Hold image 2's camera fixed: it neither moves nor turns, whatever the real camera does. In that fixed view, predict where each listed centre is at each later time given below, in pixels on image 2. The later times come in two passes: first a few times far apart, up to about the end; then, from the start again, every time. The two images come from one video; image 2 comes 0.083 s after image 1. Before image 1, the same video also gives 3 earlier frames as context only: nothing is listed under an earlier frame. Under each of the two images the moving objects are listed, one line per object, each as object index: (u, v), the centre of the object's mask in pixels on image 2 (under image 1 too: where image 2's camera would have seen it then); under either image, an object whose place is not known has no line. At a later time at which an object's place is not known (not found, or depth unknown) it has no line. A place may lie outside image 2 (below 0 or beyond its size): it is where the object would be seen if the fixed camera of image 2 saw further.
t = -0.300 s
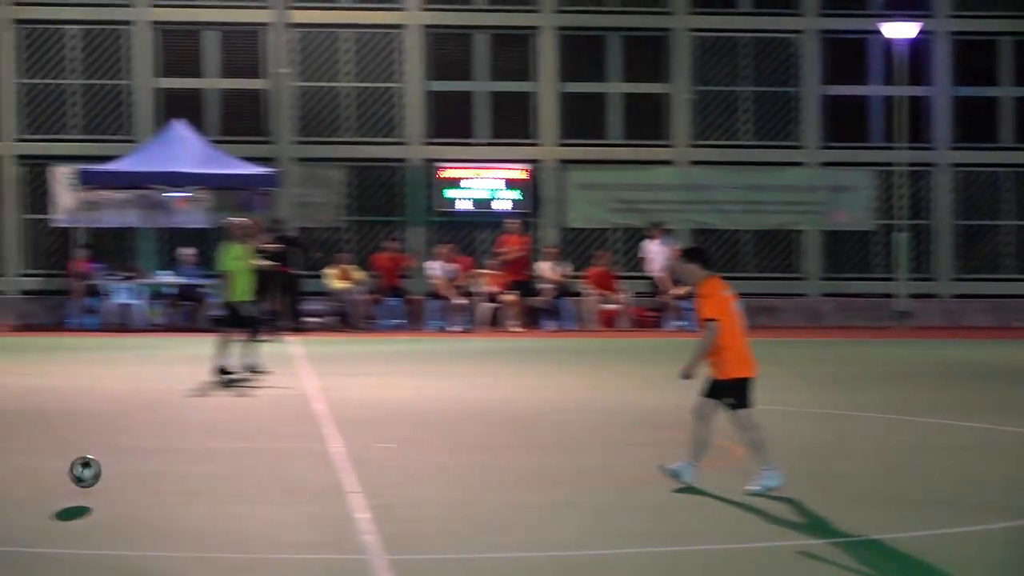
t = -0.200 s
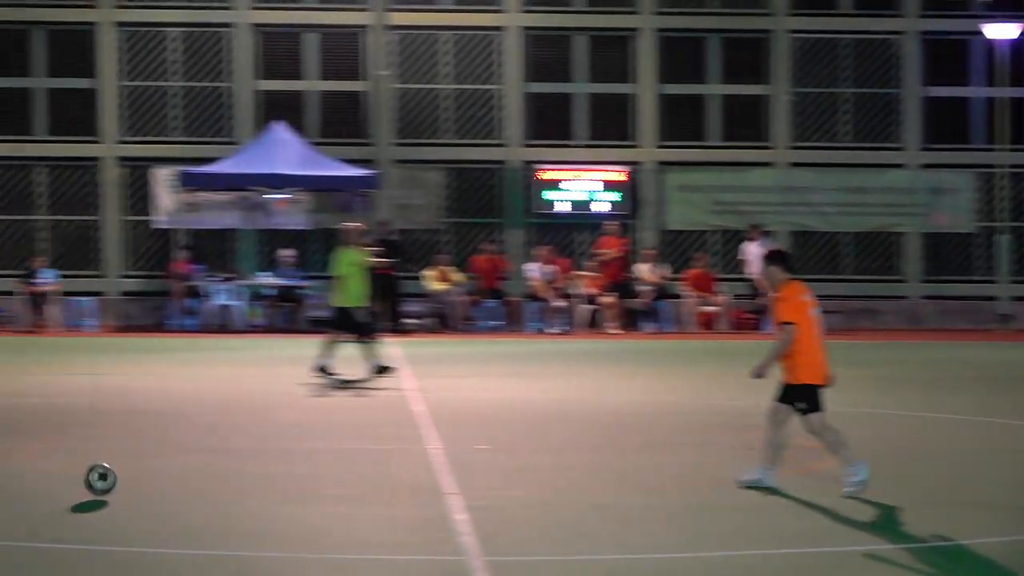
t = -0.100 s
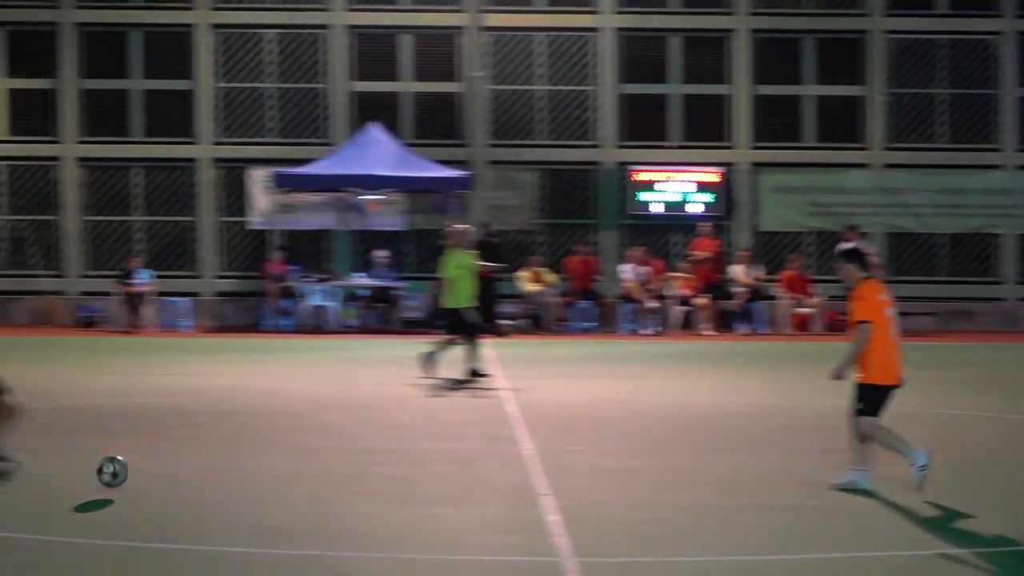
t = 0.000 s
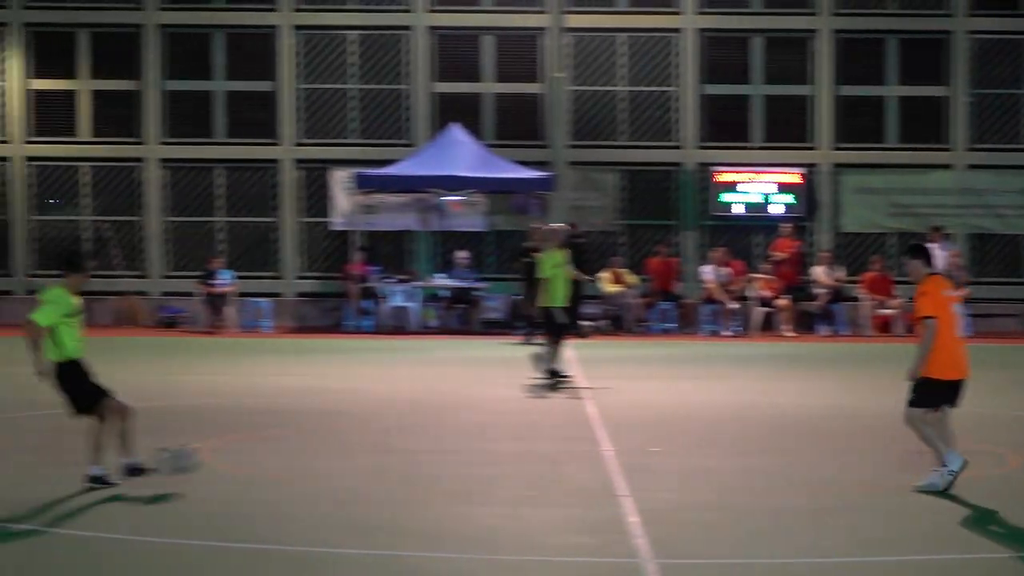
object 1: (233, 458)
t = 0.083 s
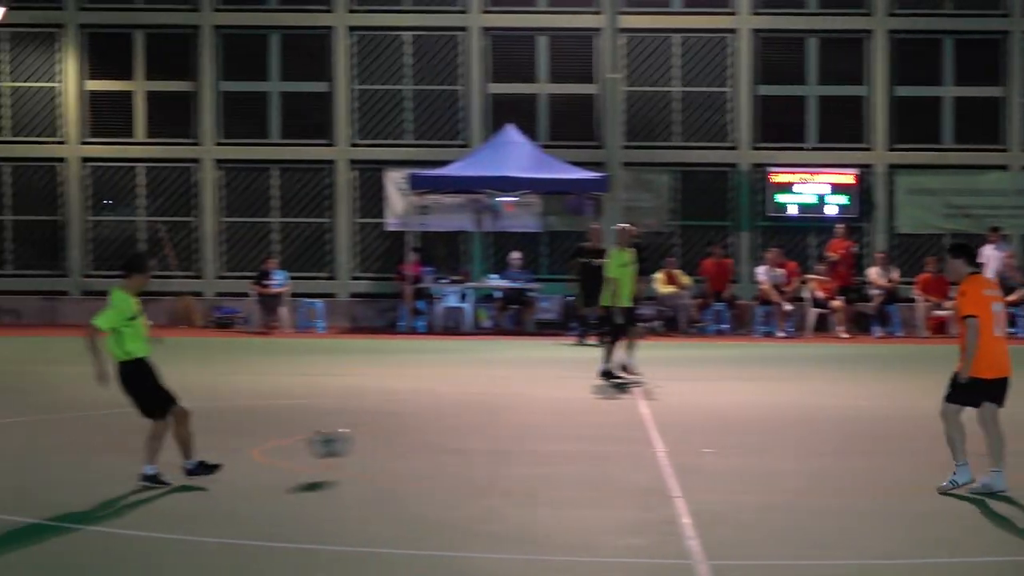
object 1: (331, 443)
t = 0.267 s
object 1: (509, 434)
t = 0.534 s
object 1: (673, 414)
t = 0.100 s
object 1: (349, 442)
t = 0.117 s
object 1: (368, 440)
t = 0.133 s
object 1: (384, 440)
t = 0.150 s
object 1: (401, 439)
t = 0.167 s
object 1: (419, 439)
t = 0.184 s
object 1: (435, 439)
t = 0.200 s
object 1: (452, 440)
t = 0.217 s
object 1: (469, 441)
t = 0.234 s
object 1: (484, 442)
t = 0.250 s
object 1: (497, 439)
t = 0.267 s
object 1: (509, 434)
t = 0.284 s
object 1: (520, 430)
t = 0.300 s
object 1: (533, 426)
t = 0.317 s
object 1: (544, 423)
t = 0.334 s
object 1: (555, 420)
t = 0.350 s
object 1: (567, 418)
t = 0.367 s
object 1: (577, 416)
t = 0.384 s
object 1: (587, 414)
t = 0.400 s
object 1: (597, 413)
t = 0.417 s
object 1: (607, 412)
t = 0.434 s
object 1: (617, 412)
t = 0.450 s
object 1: (626, 412)
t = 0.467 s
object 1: (636, 412)
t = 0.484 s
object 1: (646, 413)
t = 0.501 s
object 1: (656, 415)
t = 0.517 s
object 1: (665, 416)
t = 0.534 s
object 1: (673, 414)
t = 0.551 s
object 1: (680, 411)
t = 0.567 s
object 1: (687, 409)
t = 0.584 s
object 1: (693, 407)
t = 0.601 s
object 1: (699, 405)
